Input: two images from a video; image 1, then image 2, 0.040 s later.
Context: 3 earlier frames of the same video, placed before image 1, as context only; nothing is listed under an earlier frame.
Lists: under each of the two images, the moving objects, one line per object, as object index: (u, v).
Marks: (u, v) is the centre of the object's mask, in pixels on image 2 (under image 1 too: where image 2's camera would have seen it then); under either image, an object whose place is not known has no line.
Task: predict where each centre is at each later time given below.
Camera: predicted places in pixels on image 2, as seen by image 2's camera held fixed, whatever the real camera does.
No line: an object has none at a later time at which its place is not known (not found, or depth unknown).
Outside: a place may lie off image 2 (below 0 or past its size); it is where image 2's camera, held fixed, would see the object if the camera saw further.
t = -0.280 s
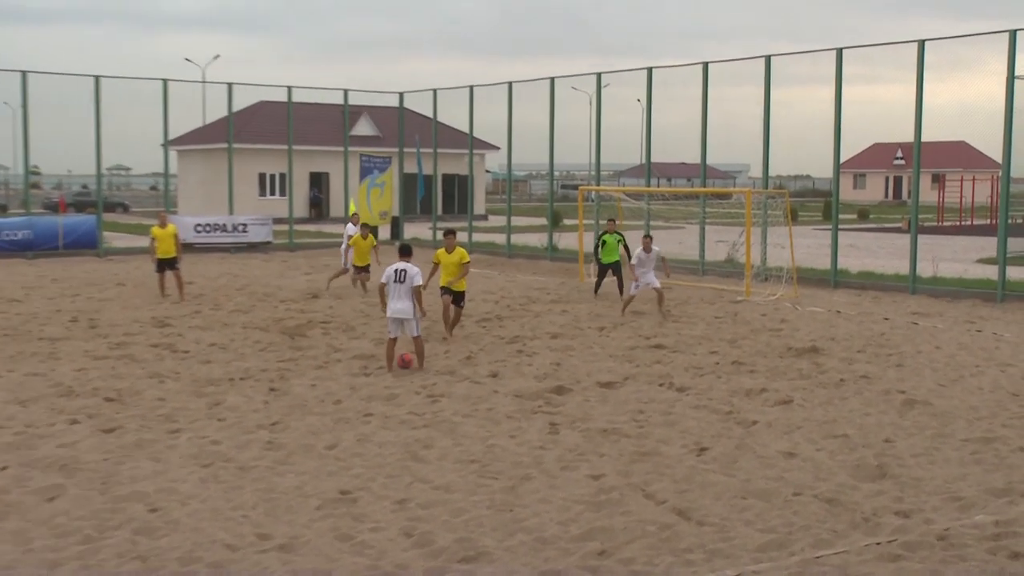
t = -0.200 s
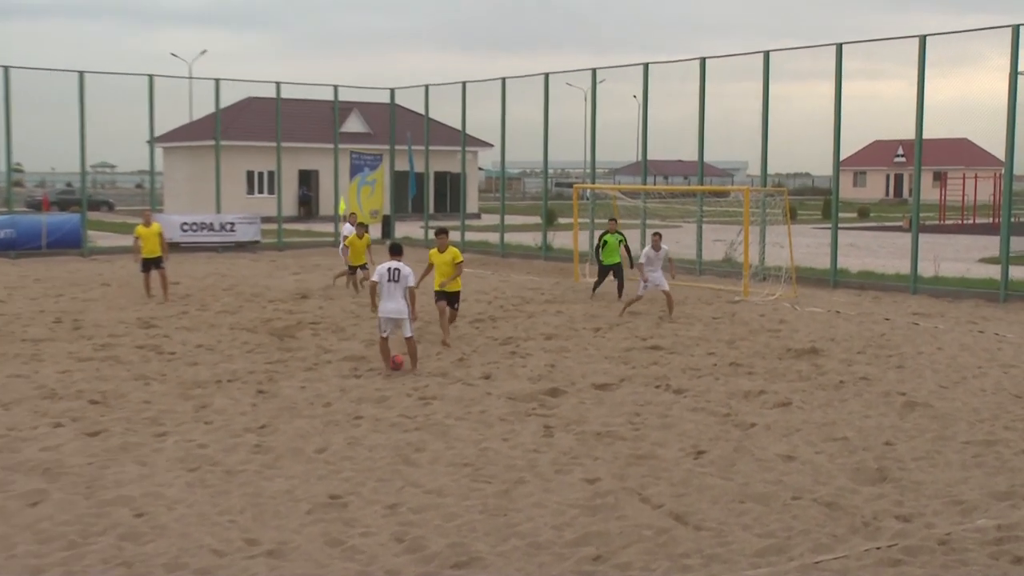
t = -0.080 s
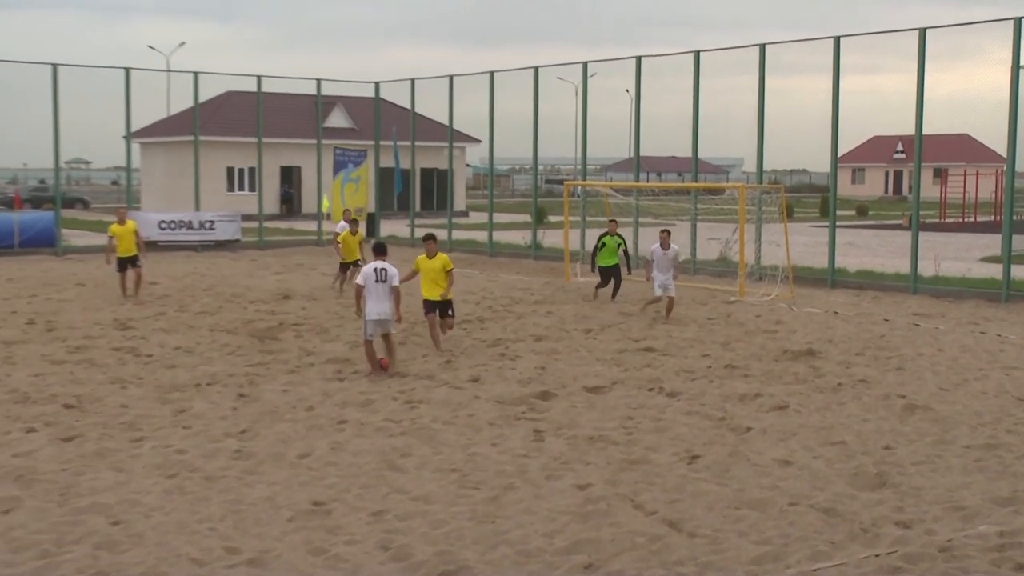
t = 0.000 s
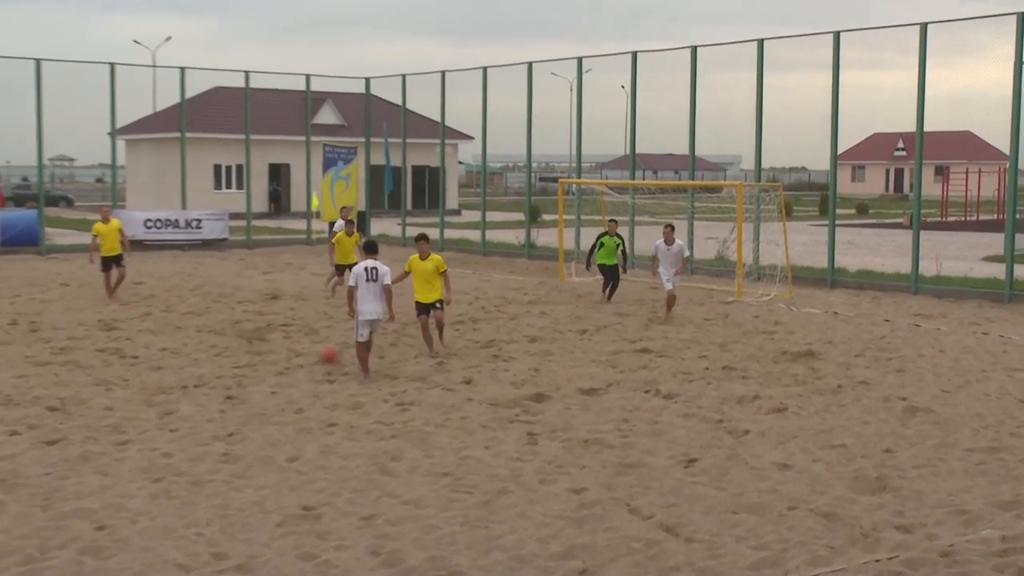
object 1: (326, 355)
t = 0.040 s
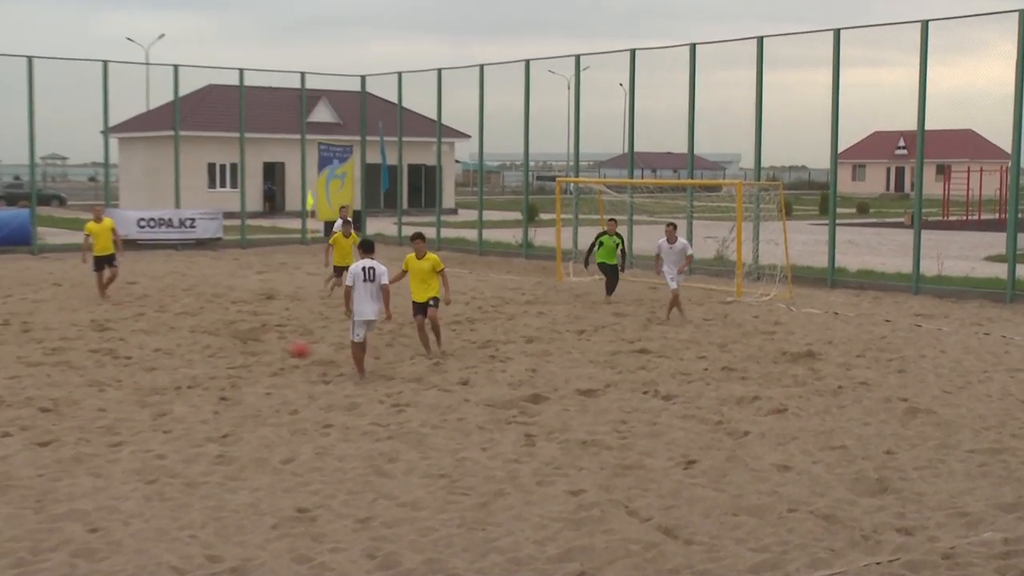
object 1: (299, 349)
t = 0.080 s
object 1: (275, 347)
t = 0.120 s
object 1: (251, 344)
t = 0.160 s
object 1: (227, 342)
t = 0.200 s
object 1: (202, 342)
